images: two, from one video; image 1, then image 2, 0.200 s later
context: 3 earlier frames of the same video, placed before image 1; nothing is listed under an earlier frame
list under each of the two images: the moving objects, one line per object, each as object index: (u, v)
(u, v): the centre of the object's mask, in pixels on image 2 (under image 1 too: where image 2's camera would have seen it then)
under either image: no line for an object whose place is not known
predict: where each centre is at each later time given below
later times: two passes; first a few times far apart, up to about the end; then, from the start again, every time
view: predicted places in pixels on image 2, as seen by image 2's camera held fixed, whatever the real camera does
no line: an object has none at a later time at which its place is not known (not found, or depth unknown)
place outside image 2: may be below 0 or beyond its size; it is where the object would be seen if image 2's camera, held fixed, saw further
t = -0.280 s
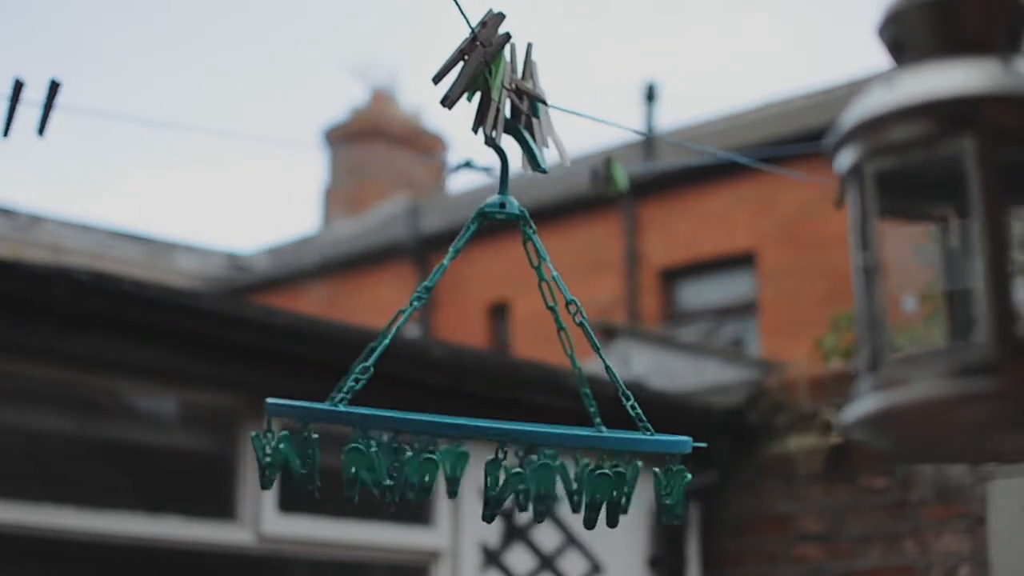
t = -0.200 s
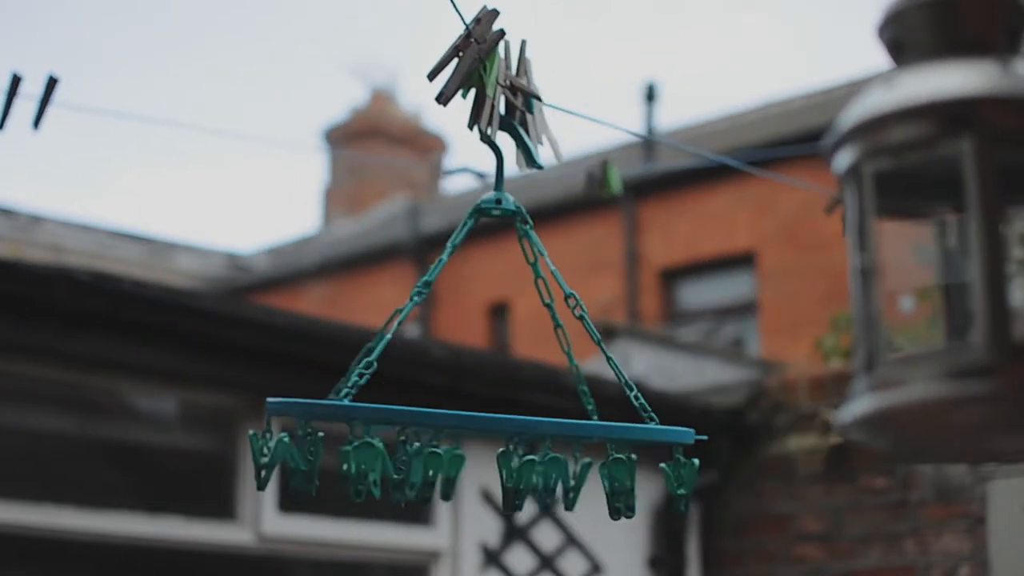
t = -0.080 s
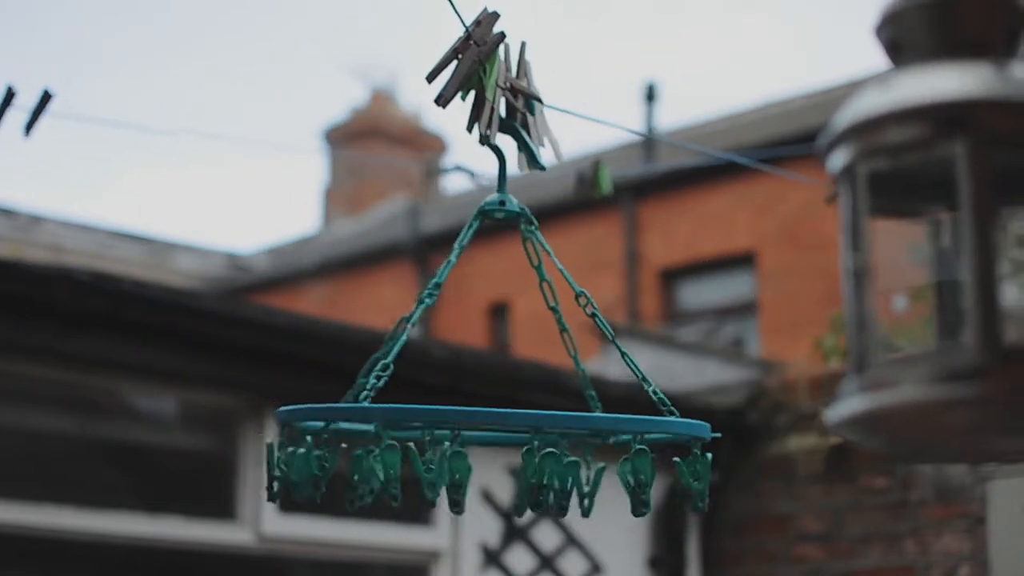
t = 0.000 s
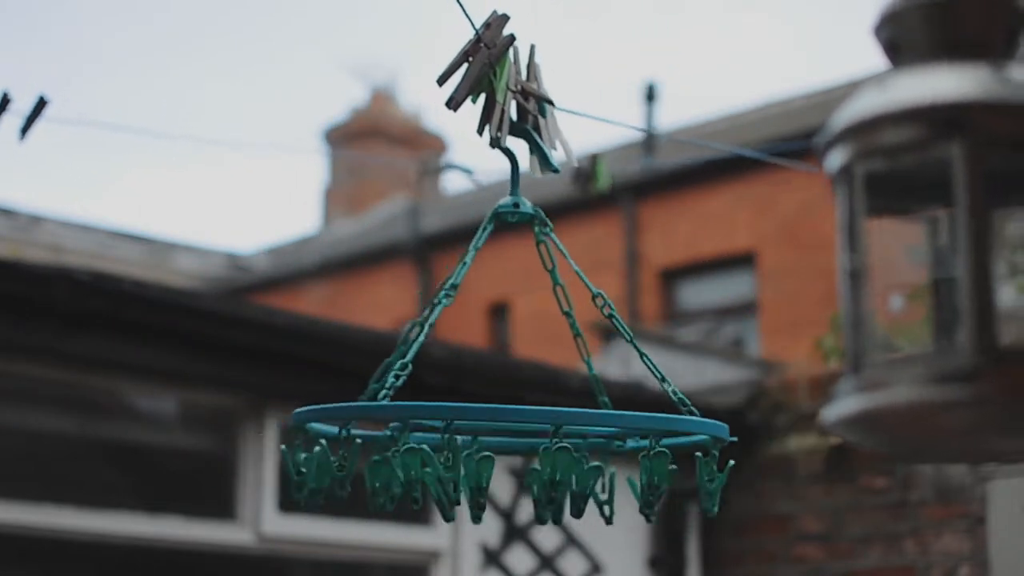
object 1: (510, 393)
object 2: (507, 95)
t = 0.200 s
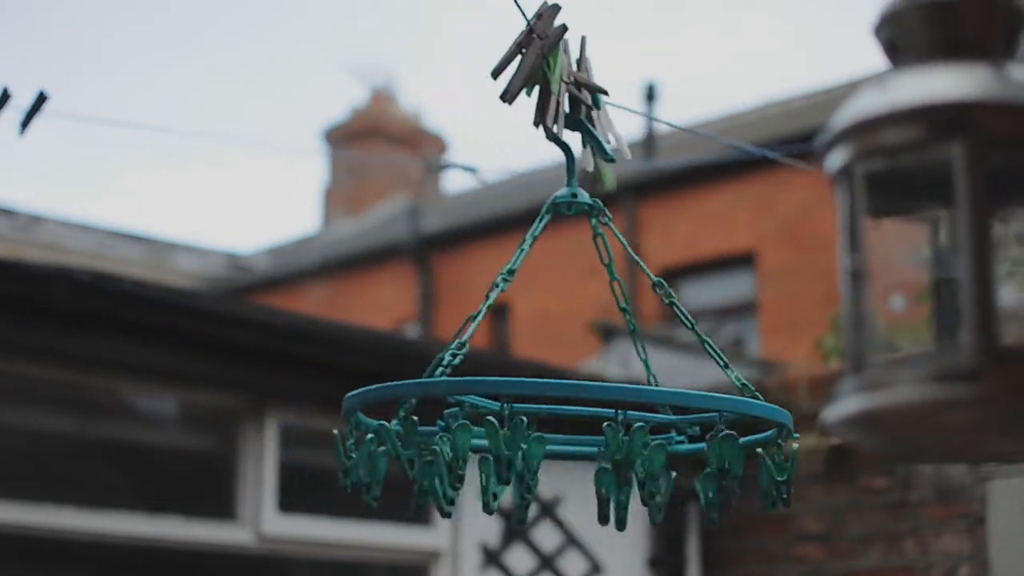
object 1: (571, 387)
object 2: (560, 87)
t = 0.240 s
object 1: (584, 385)
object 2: (571, 84)
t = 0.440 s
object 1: (629, 385)
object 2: (591, 86)
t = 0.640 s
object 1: (647, 384)
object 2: (602, 85)
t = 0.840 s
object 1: (640, 384)
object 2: (611, 81)
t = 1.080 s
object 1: (592, 393)
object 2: (567, 90)
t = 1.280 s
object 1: (555, 394)
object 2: (532, 91)
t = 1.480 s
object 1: (495, 396)
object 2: (489, 96)
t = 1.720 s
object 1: (427, 389)
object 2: (438, 94)
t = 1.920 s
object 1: (350, 358)
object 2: (336, 79)
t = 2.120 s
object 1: (295, 360)
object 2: (355, 85)
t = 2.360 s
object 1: (328, 362)
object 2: (355, 86)
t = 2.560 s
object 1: (398, 357)
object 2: (369, 76)
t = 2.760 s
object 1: (489, 387)
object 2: (508, 99)
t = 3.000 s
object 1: (628, 370)
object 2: (624, 69)
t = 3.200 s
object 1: (666, 373)
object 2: (558, 88)
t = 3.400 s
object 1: (598, 387)
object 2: (561, 85)
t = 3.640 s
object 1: (484, 389)
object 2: (531, 89)
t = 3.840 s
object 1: (424, 378)
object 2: (420, 91)
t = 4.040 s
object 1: (389, 381)
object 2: (379, 90)
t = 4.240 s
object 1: (363, 377)
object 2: (392, 94)
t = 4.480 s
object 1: (333, 358)
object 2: (345, 87)
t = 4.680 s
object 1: (335, 371)
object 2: (379, 95)
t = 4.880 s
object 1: (385, 375)
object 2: (392, 91)
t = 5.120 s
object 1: (445, 380)
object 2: (407, 93)
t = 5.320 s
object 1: (517, 381)
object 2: (473, 96)
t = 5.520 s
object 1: (537, 380)
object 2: (485, 95)
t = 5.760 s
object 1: (469, 394)
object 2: (476, 98)
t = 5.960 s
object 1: (437, 386)
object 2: (458, 96)
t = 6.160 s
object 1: (466, 389)
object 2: (440, 100)
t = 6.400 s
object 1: (430, 327)
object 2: (344, 71)
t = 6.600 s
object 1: (276, 335)
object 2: (296, 60)
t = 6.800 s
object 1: (184, 302)
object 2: (252, 48)
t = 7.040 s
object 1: (172, 282)
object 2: (247, 41)
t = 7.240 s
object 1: (182, 305)
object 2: (242, 45)
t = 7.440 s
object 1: (285, 350)
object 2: (398, 92)
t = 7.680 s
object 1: (546, 380)
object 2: (467, 93)
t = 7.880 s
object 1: (654, 375)
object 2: (603, 81)
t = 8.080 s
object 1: (653, 386)
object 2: (631, 78)
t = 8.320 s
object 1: (519, 385)
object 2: (499, 93)
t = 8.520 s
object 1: (348, 372)
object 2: (389, 92)
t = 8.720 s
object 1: (277, 345)
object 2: (389, 92)
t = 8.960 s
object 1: (361, 370)
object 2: (379, 90)
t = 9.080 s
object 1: (437, 381)
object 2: (407, 91)
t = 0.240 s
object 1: (584, 385)
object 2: (571, 84)
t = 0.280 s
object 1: (596, 383)
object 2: (580, 84)
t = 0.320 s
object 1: (607, 383)
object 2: (586, 83)
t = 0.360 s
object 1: (617, 383)
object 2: (590, 83)
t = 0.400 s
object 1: (624, 385)
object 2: (591, 83)
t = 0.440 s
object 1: (629, 385)
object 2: (591, 86)
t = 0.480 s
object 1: (635, 386)
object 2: (590, 87)
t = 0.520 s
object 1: (640, 385)
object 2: (591, 88)
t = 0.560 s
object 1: (644, 384)
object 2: (593, 88)
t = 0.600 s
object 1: (646, 385)
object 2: (597, 87)
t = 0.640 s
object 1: (647, 384)
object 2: (602, 85)
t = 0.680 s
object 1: (647, 383)
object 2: (608, 83)
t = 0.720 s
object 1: (645, 381)
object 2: (612, 81)
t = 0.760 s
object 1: (645, 381)
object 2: (614, 81)
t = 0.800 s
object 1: (645, 383)
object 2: (614, 80)
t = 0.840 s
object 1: (640, 384)
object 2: (611, 81)
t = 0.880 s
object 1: (631, 386)
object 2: (605, 83)
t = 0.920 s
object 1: (621, 390)
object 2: (599, 86)
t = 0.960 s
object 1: (611, 394)
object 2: (591, 89)
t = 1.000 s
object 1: (603, 395)
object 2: (582, 89)
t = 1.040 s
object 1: (597, 394)
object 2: (574, 90)
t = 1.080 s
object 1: (592, 393)
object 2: (567, 90)
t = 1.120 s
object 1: (585, 391)
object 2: (560, 89)
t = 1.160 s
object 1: (579, 392)
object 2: (554, 90)
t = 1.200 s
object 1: (573, 392)
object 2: (548, 89)
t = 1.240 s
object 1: (565, 392)
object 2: (541, 88)
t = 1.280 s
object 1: (555, 394)
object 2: (532, 91)
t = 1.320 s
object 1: (547, 395)
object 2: (523, 92)
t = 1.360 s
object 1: (531, 396)
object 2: (514, 93)
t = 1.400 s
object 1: (518, 396)
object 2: (506, 94)
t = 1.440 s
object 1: (506, 397)
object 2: (498, 95)
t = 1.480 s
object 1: (495, 396)
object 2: (489, 96)
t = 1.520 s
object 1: (486, 394)
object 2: (480, 95)
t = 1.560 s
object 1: (472, 392)
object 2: (474, 94)
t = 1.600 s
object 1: (460, 390)
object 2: (467, 94)
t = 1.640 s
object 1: (449, 390)
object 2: (457, 92)
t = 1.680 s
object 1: (438, 390)
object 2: (448, 93)
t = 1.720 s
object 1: (427, 389)
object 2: (438, 94)
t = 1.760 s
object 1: (416, 385)
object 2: (421, 95)
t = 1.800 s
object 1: (400, 380)
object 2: (396, 91)
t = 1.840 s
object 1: (381, 374)
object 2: (367, 89)
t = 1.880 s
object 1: (361, 366)
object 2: (349, 84)
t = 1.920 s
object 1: (350, 358)
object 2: (336, 79)
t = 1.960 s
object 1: (339, 358)
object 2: (328, 78)
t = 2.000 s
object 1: (325, 356)
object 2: (332, 78)
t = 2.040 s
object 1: (316, 356)
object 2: (341, 77)
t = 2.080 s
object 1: (305, 358)
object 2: (349, 81)
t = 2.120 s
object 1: (295, 360)
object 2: (355, 85)
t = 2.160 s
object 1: (288, 356)
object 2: (362, 89)
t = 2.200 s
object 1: (288, 351)
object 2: (366, 90)
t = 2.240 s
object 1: (293, 350)
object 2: (367, 89)
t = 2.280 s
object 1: (300, 353)
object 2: (366, 87)
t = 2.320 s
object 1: (313, 360)
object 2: (361, 88)
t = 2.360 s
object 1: (328, 362)
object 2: (355, 86)
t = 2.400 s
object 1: (341, 357)
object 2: (347, 79)
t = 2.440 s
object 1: (354, 353)
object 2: (346, 74)
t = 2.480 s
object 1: (362, 349)
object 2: (350, 70)
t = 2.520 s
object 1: (389, 355)
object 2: (359, 71)
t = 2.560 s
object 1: (398, 357)
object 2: (369, 76)
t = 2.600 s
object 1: (409, 369)
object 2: (384, 84)
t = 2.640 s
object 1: (426, 377)
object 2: (405, 92)
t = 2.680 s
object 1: (445, 386)
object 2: (432, 97)
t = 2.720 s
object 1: (468, 390)
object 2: (466, 99)
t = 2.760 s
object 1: (489, 387)
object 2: (508, 99)
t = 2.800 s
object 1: (511, 381)
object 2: (548, 93)
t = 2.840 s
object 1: (538, 376)
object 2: (581, 86)
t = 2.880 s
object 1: (567, 369)
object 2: (606, 81)
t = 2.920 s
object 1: (592, 364)
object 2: (621, 74)
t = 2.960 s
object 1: (611, 364)
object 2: (627, 69)
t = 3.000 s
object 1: (628, 370)
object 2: (624, 69)
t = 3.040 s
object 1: (638, 377)
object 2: (613, 74)
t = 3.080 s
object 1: (655, 382)
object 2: (597, 82)
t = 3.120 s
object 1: (664, 381)
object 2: (578, 89)
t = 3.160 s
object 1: (668, 373)
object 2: (565, 89)
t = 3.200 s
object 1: (666, 373)
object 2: (558, 88)
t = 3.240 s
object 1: (662, 374)
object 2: (553, 89)
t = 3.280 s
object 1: (651, 374)
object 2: (551, 89)
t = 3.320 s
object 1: (640, 376)
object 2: (552, 87)
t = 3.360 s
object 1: (621, 382)
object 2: (556, 86)
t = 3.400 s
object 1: (598, 387)
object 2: (561, 85)
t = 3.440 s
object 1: (588, 395)
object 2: (566, 86)
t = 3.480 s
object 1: (565, 394)
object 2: (568, 89)
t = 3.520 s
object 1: (543, 392)
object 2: (566, 87)
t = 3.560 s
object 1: (518, 390)
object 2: (558, 85)
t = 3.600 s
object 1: (501, 390)
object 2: (547, 87)
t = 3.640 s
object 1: (484, 389)
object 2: (531, 89)
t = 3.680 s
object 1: (465, 392)
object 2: (512, 92)
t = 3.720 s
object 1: (451, 393)
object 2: (490, 95)
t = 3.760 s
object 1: (442, 389)
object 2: (465, 95)
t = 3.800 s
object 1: (433, 384)
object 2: (442, 93)
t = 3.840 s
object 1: (424, 378)
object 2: (420, 91)
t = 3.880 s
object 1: (414, 373)
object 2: (404, 88)
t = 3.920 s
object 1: (405, 370)
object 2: (391, 87)
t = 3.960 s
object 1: (399, 371)
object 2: (383, 88)
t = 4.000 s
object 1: (394, 375)
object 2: (377, 88)
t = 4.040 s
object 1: (389, 381)
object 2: (379, 90)
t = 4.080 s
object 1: (383, 385)
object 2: (386, 92)
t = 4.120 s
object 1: (376, 384)
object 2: (395, 94)
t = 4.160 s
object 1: (368, 384)
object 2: (400, 95)
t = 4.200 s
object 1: (365, 378)
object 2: (399, 94)
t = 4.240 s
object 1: (363, 377)
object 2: (392, 94)
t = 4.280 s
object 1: (361, 372)
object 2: (381, 94)
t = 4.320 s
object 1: (355, 367)
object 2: (367, 89)
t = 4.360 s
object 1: (346, 362)
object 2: (354, 89)
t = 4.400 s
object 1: (342, 358)
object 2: (344, 83)
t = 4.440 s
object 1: (337, 357)
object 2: (340, 80)
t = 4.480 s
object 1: (333, 358)
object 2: (345, 87)
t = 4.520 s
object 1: (331, 358)
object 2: (344, 82)
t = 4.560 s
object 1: (332, 361)
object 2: (353, 89)
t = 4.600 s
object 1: (330, 366)
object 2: (360, 93)
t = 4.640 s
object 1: (331, 368)
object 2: (368, 93)
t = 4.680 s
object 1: (335, 371)
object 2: (379, 95)
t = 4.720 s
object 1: (343, 376)
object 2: (391, 96)
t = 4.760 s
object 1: (355, 379)
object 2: (400, 97)
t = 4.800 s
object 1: (365, 382)
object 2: (405, 95)
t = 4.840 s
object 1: (378, 380)
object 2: (403, 94)
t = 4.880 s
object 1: (385, 375)
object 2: (392, 91)
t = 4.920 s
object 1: (389, 370)
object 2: (381, 85)
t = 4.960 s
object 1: (397, 367)
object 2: (369, 84)
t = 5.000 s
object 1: (406, 369)
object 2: (366, 84)
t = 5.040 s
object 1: (415, 372)
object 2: (372, 86)
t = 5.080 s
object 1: (428, 374)
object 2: (387, 91)
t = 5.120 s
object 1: (445, 380)
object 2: (407, 93)
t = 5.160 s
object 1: (463, 385)
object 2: (429, 95)
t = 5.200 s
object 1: (477, 388)
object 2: (451, 98)
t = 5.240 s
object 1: (489, 389)
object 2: (464, 96)
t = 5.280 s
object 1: (505, 388)
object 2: (468, 97)
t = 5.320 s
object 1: (517, 381)
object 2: (473, 96)
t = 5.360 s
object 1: (527, 375)
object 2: (478, 92)
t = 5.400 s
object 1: (536, 376)
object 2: (480, 87)
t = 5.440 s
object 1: (542, 377)
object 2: (478, 87)
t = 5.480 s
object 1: (544, 379)
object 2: (479, 90)
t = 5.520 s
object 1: (537, 380)
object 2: (485, 95)
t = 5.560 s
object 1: (528, 389)
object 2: (488, 96)
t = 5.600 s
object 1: (518, 388)
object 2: (490, 94)
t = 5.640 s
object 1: (511, 389)
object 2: (489, 93)
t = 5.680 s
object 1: (498, 391)
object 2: (489, 95)
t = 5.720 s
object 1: (484, 393)
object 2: (485, 96)
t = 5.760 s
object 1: (469, 394)
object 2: (476, 98)
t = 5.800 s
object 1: (456, 394)
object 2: (470, 99)
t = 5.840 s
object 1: (448, 392)
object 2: (466, 98)
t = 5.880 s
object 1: (443, 389)
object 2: (460, 98)
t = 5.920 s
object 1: (437, 388)
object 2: (459, 97)
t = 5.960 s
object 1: (437, 386)
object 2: (458, 96)
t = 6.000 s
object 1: (441, 383)
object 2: (453, 94)
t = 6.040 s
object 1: (442, 389)
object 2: (448, 95)
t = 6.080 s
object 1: (461, 405)
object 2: (443, 97)
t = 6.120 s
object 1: (459, 394)
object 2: (440, 101)
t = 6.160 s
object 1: (466, 389)
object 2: (440, 100)
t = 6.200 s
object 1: (473, 385)
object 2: (438, 98)
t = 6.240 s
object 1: (475, 381)
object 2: (430, 99)
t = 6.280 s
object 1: (477, 371)
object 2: (419, 94)
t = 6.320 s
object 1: (472, 359)
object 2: (397, 90)
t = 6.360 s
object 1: (458, 343)
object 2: (366, 81)
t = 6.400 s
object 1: (430, 327)
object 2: (344, 71)
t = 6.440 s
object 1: (399, 316)
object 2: (328, 60)
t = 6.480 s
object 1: (368, 315)
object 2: (314, 55)
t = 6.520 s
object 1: (338, 322)
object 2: (302, 57)
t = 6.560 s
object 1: (307, 327)
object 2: (295, 56)
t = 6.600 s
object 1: (276, 335)
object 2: (296, 60)
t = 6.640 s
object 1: (250, 338)
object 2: (295, 68)
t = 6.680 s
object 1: (221, 328)
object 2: (295, 69)
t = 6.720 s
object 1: (207, 328)
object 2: (282, 63)
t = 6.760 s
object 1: (189, 313)
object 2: (264, 58)
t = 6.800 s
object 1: (184, 302)
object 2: (252, 48)
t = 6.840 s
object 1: (183, 291)
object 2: (247, 43)
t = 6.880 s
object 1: (171, 292)
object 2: (241, 41)
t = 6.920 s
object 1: (172, 287)
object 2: (240, 39)
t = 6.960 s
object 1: (173, 285)
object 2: (244, 38)
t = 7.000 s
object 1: (173, 283)
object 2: (247, 39)
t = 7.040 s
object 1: (172, 282)
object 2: (247, 41)
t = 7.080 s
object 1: (173, 289)
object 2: (243, 43)
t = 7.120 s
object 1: (177, 294)
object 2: (234, 43)
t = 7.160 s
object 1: (178, 298)
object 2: (228, 43)
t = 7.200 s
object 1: (178, 298)
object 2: (232, 42)
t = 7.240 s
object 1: (182, 305)
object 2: (242, 45)
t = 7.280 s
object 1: (188, 321)
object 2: (259, 52)
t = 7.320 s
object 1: (200, 332)
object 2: (290, 66)
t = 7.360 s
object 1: (224, 337)
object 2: (331, 80)
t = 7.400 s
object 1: (254, 345)
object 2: (369, 87)
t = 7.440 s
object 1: (285, 350)
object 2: (398, 92)
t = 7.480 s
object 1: (322, 364)
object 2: (417, 98)
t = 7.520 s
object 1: (364, 381)
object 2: (428, 99)
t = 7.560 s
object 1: (409, 384)
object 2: (430, 107)
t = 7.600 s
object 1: (452, 385)
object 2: (434, 103)
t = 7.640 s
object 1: (499, 383)
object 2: (450, 96)
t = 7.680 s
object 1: (546, 380)
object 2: (467, 93)
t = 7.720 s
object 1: (587, 374)
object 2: (492, 91)
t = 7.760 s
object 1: (616, 369)
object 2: (522, 86)
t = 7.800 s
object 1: (638, 365)
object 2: (554, 81)
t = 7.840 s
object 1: (641, 375)
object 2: (582, 79)
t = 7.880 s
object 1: (654, 375)
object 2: (603, 81)
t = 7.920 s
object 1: (666, 381)
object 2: (616, 81)
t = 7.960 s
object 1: (667, 384)
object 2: (627, 81)
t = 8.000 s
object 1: (661, 377)
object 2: (633, 79)
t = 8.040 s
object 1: (658, 377)
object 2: (634, 76)
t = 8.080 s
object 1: (653, 386)
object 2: (631, 78)
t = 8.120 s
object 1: (657, 384)
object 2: (624, 84)
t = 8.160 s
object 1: (641, 385)
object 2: (610, 84)
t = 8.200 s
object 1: (622, 382)
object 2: (592, 87)
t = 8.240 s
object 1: (593, 381)
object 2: (566, 86)
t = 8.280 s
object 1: (557, 384)
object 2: (533, 88)
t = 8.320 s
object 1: (519, 385)
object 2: (499, 93)
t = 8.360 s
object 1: (484, 384)
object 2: (466, 95)
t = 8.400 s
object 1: (449, 383)
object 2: (436, 95)
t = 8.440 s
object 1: (416, 380)
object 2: (410, 93)
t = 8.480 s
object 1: (380, 376)
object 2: (396, 92)
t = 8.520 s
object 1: (348, 372)
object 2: (389, 92)
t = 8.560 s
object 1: (326, 366)
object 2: (387, 95)
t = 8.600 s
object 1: (308, 359)
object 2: (390, 99)
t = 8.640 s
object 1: (293, 355)
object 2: (390, 100)
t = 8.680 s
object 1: (282, 348)
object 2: (391, 100)
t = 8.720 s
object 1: (277, 345)
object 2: (389, 92)
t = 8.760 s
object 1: (278, 346)
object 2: (388, 89)
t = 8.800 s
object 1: (286, 349)
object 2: (387, 88)
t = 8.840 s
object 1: (301, 358)
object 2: (383, 88)
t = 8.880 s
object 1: (317, 362)
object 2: (381, 89)
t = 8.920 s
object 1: (336, 368)
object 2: (379, 89)
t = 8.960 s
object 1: (361, 370)
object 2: (379, 90)
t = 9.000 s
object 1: (384, 375)
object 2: (384, 91)
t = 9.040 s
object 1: (409, 380)
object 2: (393, 92)
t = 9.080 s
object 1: (437, 381)
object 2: (407, 91)
